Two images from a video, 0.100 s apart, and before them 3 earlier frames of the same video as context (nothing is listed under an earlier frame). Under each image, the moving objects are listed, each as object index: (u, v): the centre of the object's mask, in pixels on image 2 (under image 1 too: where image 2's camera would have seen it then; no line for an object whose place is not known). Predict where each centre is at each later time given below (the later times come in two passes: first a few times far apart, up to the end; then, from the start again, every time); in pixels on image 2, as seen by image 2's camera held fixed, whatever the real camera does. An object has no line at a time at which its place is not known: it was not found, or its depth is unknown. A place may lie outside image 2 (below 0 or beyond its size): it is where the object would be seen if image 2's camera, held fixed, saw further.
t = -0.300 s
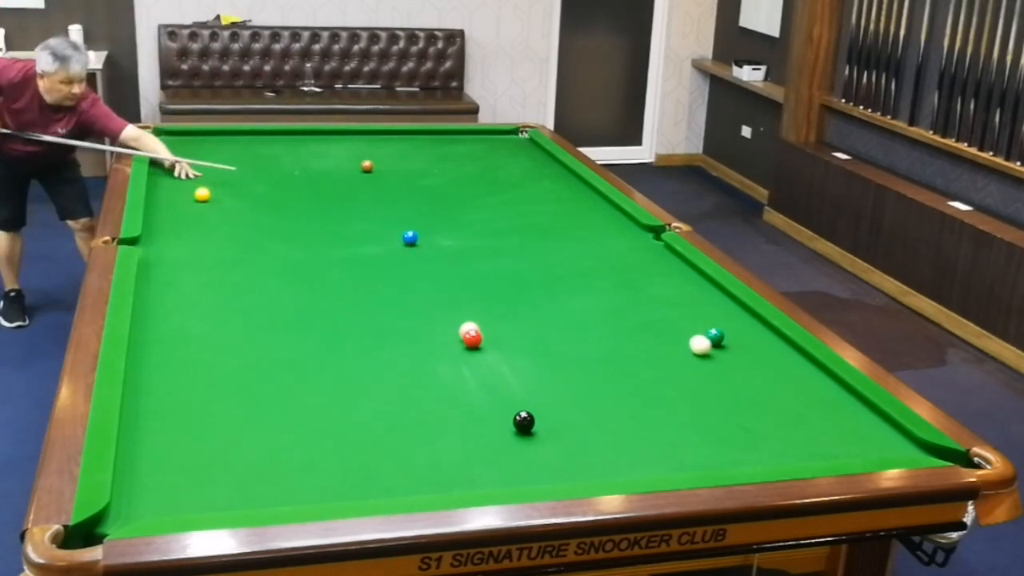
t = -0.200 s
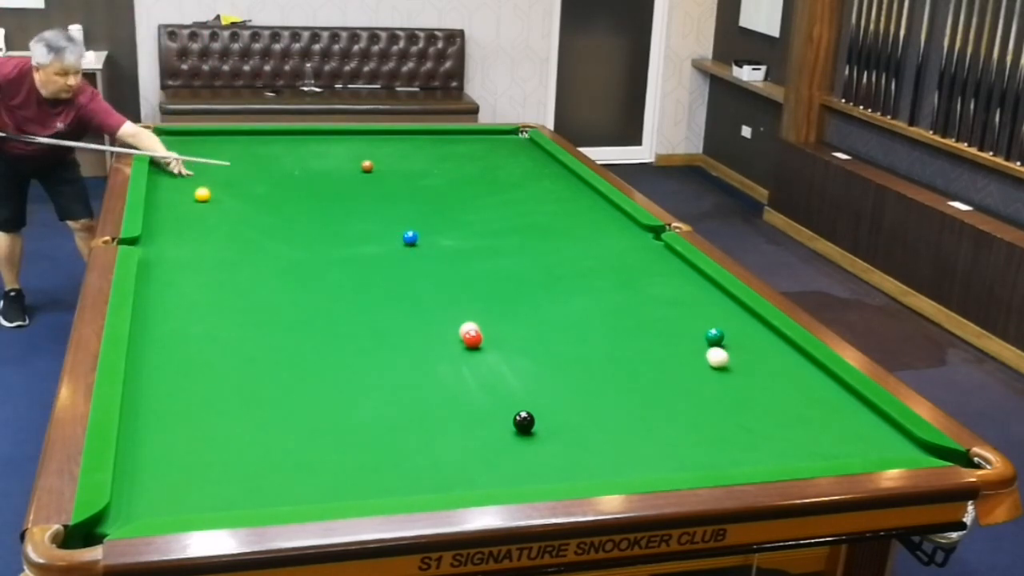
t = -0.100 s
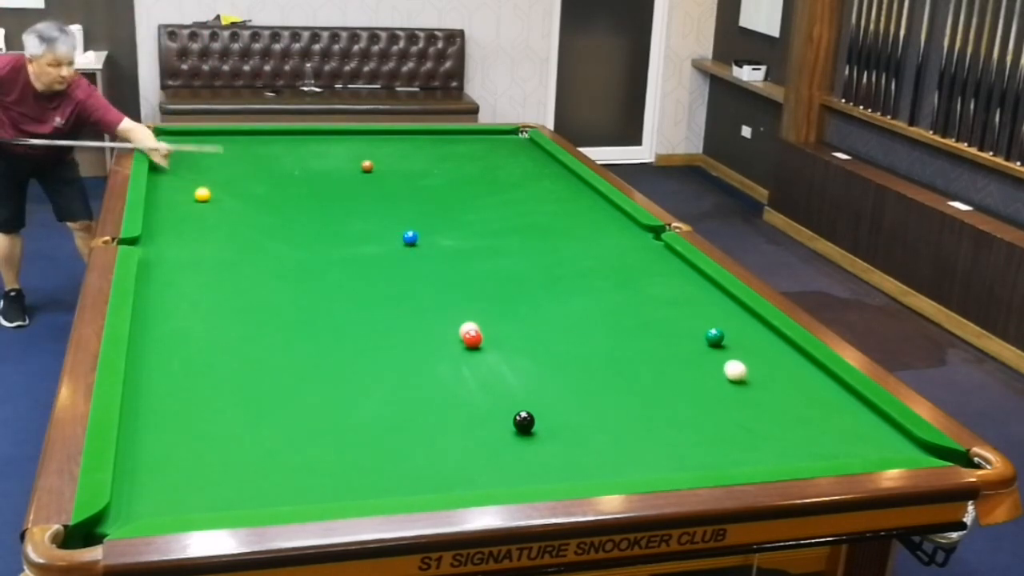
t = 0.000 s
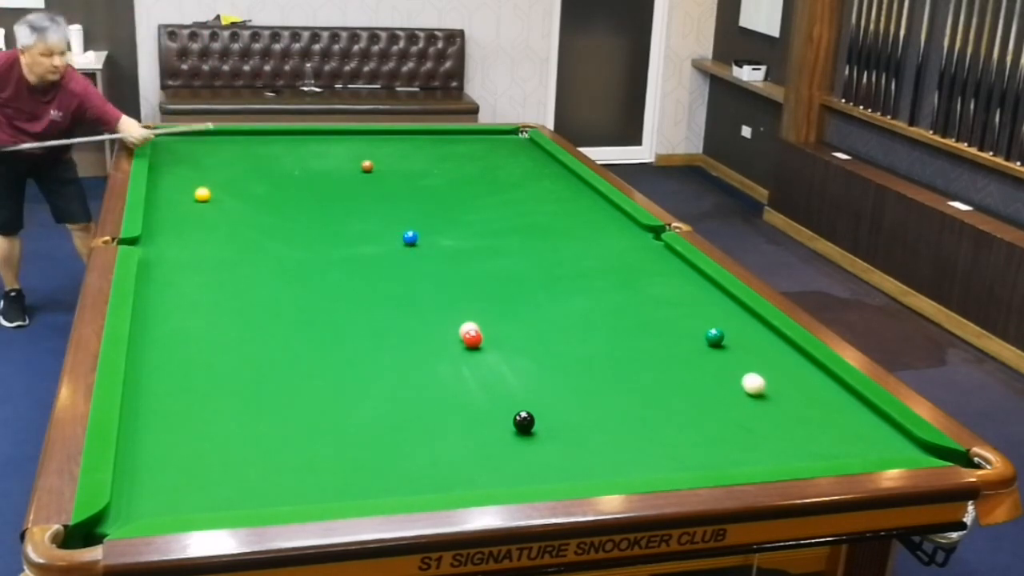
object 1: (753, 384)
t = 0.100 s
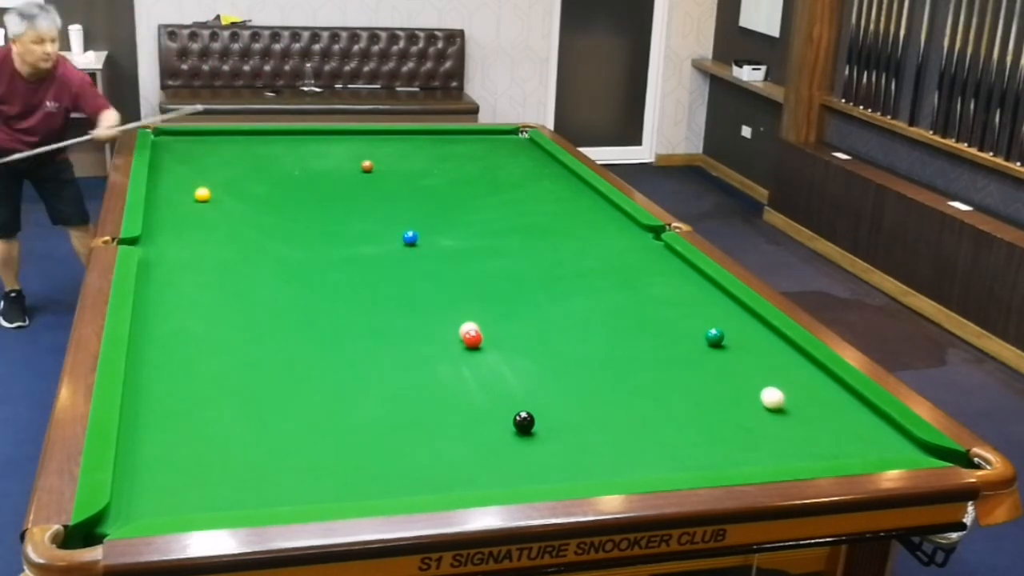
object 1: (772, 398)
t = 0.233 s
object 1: (799, 417)
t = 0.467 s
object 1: (848, 452)
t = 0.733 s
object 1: (813, 432)
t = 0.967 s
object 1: (782, 411)
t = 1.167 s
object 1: (759, 396)
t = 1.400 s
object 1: (735, 379)
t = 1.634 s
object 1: (712, 364)
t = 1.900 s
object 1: (689, 349)
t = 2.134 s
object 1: (671, 338)
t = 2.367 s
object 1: (656, 327)
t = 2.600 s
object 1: (641, 318)
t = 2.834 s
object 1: (628, 309)
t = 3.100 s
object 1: (615, 301)
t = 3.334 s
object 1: (606, 294)
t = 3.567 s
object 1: (597, 288)
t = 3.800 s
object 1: (589, 283)
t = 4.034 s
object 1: (582, 278)
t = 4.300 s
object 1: (575, 273)
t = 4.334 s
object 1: (574, 273)
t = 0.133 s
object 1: (779, 403)
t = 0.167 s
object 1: (785, 408)
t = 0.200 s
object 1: (792, 412)
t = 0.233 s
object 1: (799, 417)
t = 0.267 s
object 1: (805, 422)
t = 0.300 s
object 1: (813, 428)
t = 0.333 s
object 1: (819, 433)
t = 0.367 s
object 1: (827, 438)
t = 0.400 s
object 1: (834, 444)
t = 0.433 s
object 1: (841, 448)
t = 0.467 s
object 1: (848, 452)
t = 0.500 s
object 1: (848, 452)
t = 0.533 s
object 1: (842, 449)
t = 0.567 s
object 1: (837, 447)
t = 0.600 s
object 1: (832, 444)
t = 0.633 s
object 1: (827, 441)
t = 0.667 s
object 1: (823, 438)
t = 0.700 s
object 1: (818, 435)
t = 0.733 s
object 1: (813, 432)
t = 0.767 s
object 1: (809, 428)
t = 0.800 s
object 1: (804, 426)
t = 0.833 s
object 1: (800, 423)
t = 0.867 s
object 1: (795, 420)
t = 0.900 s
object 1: (791, 417)
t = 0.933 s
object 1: (787, 414)
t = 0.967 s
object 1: (782, 411)
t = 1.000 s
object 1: (779, 409)
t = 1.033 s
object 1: (775, 406)
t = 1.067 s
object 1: (771, 403)
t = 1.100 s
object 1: (767, 401)
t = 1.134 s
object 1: (763, 398)
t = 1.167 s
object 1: (759, 396)
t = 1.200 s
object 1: (756, 393)
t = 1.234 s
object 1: (752, 391)
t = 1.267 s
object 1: (748, 389)
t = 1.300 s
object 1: (745, 386)
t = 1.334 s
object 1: (741, 384)
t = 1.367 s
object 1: (738, 381)
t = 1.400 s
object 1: (735, 379)
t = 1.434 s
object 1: (731, 377)
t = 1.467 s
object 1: (728, 375)
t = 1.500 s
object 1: (725, 373)
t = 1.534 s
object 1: (721, 371)
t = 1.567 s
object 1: (718, 369)
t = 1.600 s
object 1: (715, 366)
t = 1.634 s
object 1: (712, 364)
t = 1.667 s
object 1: (709, 362)
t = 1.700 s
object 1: (706, 361)
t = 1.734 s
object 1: (703, 359)
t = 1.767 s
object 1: (700, 357)
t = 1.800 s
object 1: (698, 355)
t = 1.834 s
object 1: (695, 353)
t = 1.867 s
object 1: (692, 351)
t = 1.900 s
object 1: (689, 349)
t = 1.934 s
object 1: (686, 348)
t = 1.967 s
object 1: (684, 346)
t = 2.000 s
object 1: (681, 344)
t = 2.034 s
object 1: (679, 343)
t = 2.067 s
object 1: (676, 341)
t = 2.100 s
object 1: (674, 339)
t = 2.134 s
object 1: (671, 338)
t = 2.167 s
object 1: (669, 336)
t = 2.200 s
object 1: (667, 335)
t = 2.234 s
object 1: (664, 333)
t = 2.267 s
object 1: (662, 331)
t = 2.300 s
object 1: (660, 330)
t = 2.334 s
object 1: (658, 329)
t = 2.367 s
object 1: (656, 327)
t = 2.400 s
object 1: (653, 326)
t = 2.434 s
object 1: (651, 325)
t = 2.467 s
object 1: (649, 323)
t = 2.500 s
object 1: (647, 321)
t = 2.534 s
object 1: (645, 320)
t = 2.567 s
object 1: (643, 319)
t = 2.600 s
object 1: (641, 318)
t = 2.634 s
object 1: (639, 316)
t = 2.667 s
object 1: (637, 315)
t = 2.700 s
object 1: (635, 314)
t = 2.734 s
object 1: (634, 312)
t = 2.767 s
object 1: (632, 311)
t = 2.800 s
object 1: (630, 310)
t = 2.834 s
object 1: (628, 309)
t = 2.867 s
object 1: (627, 308)
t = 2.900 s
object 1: (625, 307)
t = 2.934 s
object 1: (623, 306)
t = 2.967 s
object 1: (622, 305)
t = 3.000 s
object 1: (620, 304)
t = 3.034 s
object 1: (618, 303)
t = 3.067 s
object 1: (617, 302)
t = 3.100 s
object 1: (615, 301)
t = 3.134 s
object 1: (614, 300)
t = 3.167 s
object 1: (612, 299)
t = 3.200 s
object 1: (611, 298)
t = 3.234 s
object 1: (610, 297)
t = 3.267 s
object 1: (608, 296)
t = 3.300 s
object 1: (607, 295)
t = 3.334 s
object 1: (606, 294)
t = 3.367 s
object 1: (604, 293)
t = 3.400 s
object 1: (603, 292)
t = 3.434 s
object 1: (602, 291)
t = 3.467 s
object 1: (600, 290)
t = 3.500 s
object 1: (599, 289)
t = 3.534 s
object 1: (598, 289)
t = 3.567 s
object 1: (597, 288)
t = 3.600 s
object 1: (595, 287)
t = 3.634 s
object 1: (594, 286)
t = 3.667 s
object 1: (593, 286)
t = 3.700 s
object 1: (592, 285)
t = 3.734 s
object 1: (591, 284)
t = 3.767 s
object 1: (590, 283)
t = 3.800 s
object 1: (589, 283)
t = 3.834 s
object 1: (588, 282)
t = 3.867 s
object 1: (587, 281)
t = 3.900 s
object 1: (586, 281)
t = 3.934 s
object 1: (584, 280)
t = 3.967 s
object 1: (584, 279)
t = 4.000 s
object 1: (583, 279)
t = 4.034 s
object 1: (582, 278)
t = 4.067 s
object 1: (581, 277)
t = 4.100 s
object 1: (580, 277)
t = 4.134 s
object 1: (579, 276)
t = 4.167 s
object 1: (578, 276)
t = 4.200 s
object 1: (577, 275)
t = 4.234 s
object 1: (576, 275)
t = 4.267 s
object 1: (576, 274)
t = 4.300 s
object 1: (575, 273)
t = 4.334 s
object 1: (574, 273)
